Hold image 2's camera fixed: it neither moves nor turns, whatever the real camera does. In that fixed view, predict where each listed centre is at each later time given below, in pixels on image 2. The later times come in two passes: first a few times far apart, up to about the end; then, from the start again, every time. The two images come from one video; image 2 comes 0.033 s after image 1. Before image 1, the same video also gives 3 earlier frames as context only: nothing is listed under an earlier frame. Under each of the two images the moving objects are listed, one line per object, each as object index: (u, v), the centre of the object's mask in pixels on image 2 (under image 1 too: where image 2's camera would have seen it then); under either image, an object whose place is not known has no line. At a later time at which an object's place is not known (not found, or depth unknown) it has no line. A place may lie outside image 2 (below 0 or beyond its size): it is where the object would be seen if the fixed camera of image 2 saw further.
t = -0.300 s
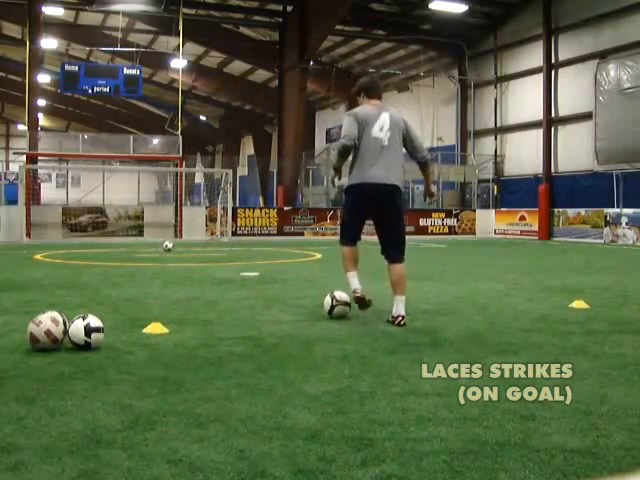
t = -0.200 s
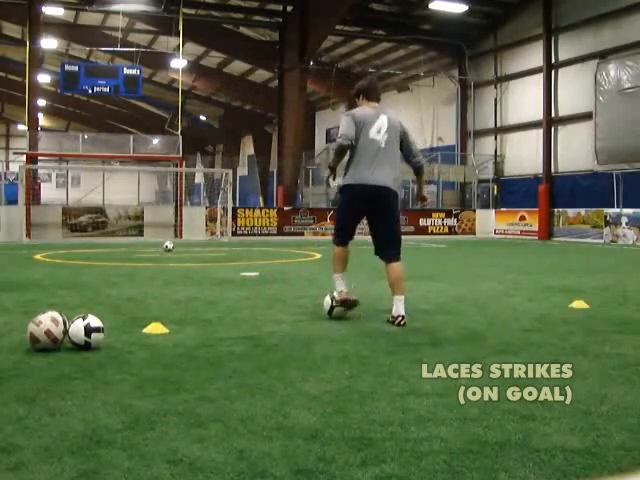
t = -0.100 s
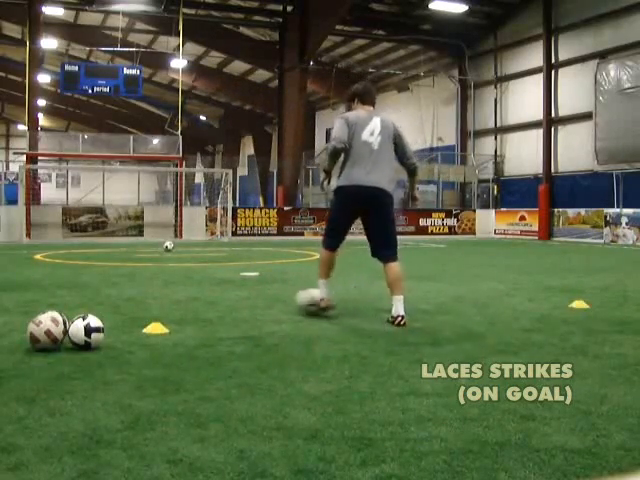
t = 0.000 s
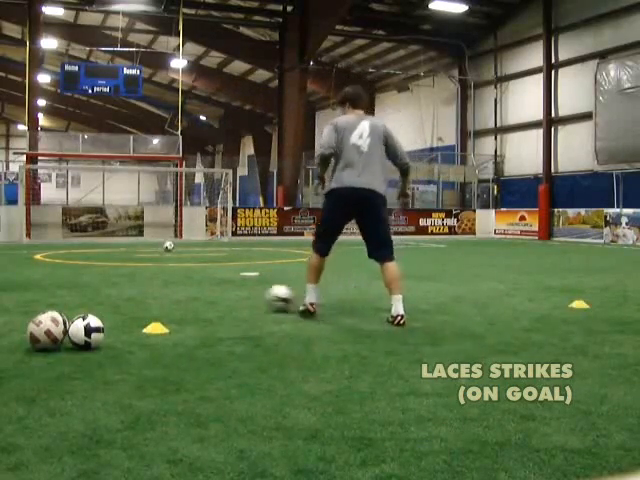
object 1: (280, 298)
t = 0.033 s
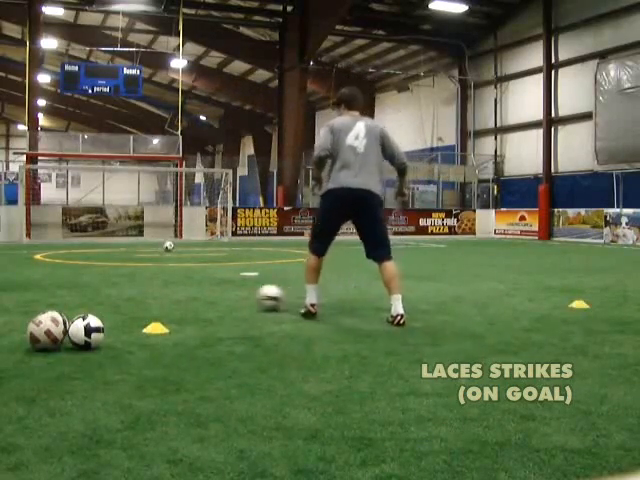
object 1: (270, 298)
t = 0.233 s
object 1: (223, 295)
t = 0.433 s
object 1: (190, 292)
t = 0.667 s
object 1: (157, 288)
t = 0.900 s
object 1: (129, 285)
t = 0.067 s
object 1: (261, 298)
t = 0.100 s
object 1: (253, 297)
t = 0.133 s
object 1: (244, 296)
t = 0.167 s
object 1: (237, 296)
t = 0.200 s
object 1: (230, 295)
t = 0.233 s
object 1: (223, 295)
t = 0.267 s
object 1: (217, 294)
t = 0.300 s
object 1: (211, 294)
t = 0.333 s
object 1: (206, 294)
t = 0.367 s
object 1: (200, 292)
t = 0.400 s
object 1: (195, 292)
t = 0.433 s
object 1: (190, 292)
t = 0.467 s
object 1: (186, 291)
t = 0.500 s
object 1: (181, 291)
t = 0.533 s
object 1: (176, 290)
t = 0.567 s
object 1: (172, 289)
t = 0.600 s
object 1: (167, 289)
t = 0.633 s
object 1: (162, 288)
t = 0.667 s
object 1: (157, 288)
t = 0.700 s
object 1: (153, 288)
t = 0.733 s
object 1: (149, 287)
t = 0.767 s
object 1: (145, 287)
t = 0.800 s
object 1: (141, 286)
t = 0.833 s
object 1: (137, 286)
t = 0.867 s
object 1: (133, 286)
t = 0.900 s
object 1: (129, 285)
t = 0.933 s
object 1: (126, 285)
